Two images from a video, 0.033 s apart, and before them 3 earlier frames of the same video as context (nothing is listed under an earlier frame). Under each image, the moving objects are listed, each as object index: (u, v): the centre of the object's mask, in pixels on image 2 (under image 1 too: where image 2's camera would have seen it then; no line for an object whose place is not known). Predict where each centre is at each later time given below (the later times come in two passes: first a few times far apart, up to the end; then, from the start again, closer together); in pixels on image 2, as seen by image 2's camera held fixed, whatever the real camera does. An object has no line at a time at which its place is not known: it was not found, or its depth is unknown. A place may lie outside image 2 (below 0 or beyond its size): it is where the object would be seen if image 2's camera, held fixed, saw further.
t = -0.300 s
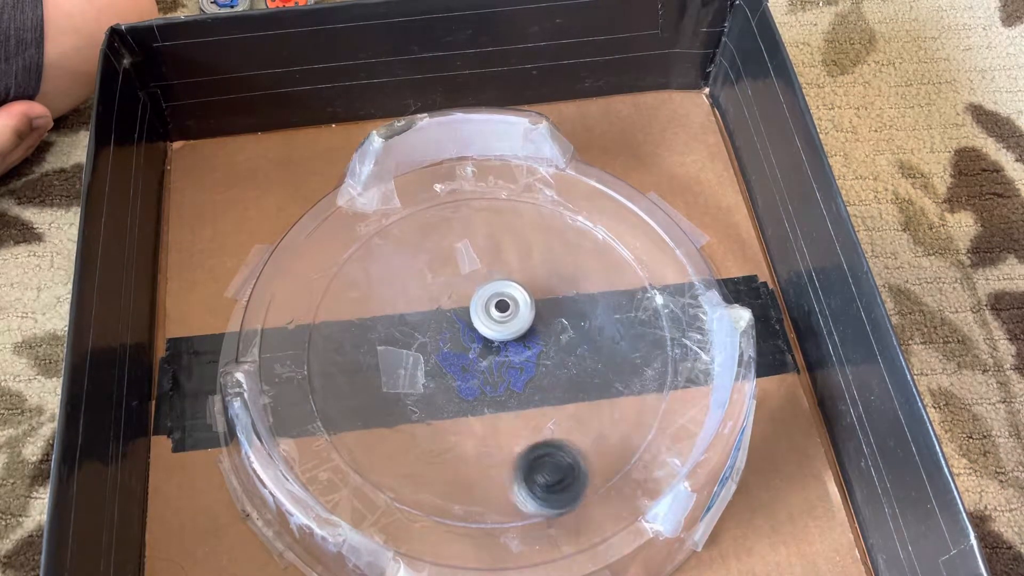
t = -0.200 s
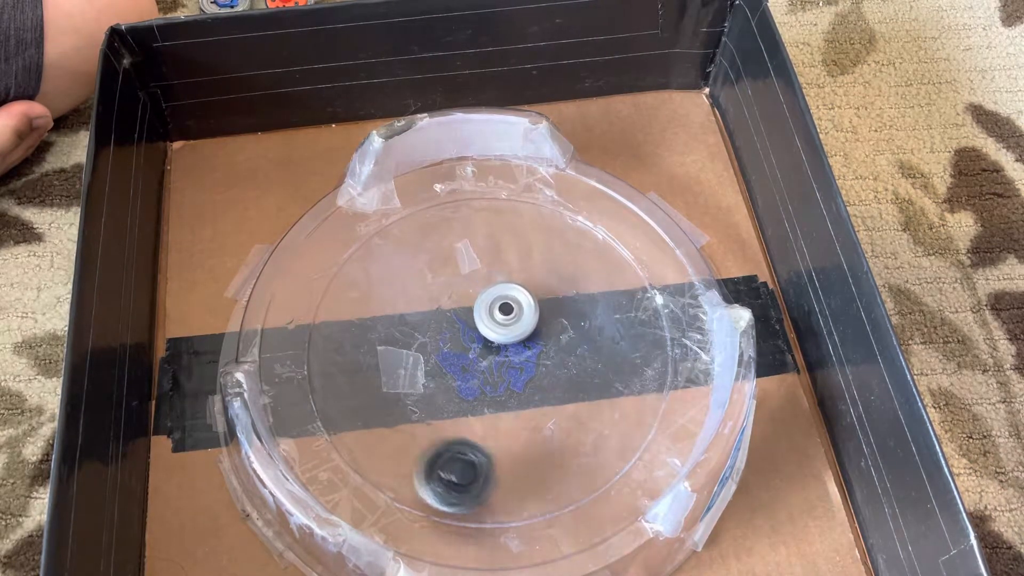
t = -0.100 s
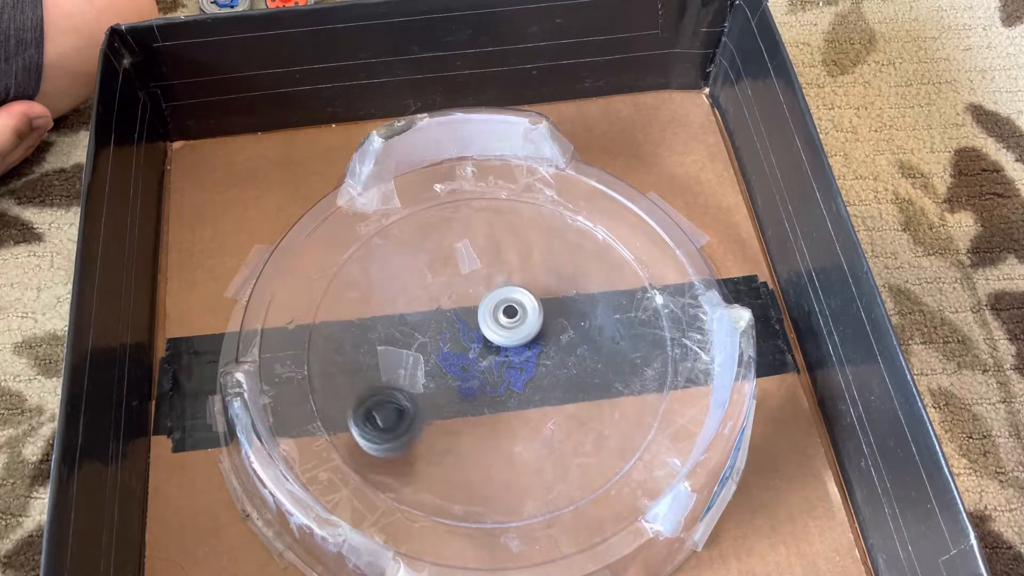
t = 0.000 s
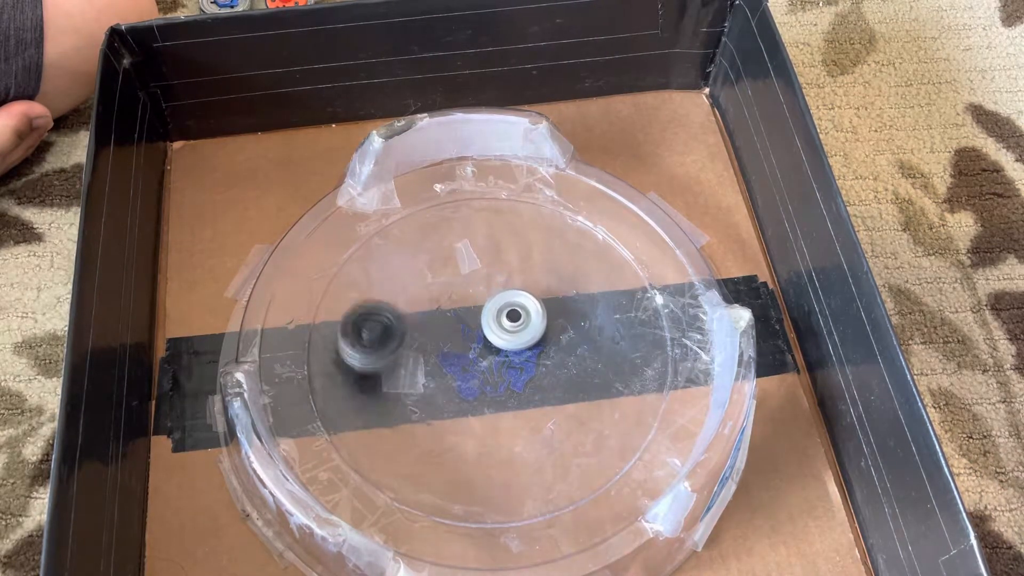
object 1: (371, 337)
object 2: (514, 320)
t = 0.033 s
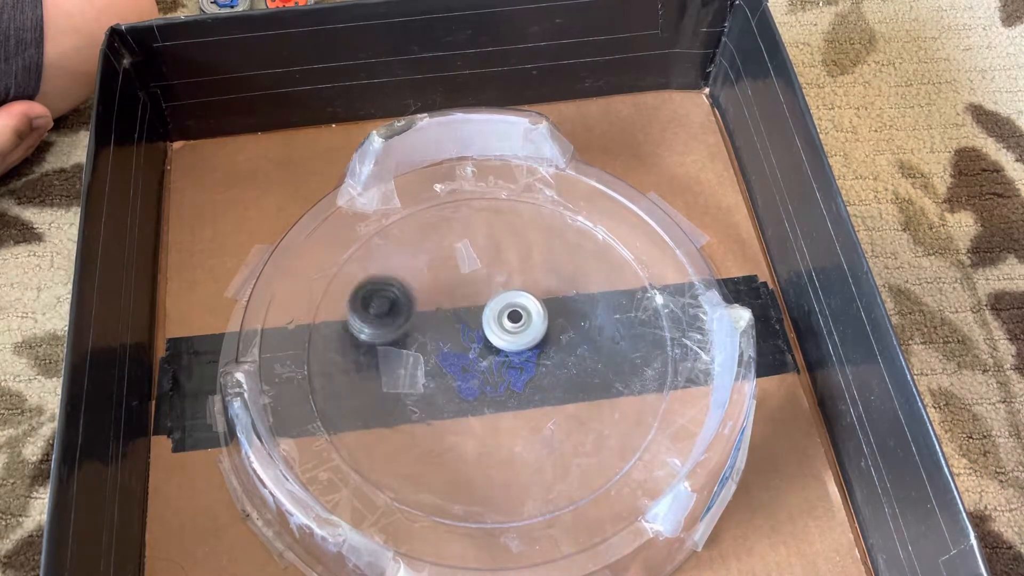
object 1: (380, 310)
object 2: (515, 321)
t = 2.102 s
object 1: (476, 225)
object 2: (495, 386)
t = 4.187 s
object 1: (614, 356)
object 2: (452, 316)
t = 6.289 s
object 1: (446, 444)
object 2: (527, 343)
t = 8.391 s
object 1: (383, 301)
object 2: (462, 371)
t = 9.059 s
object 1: (465, 445)
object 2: (447, 358)
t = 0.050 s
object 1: (387, 298)
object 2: (515, 321)
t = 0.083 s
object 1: (404, 275)
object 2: (517, 322)
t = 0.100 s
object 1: (415, 265)
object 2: (517, 323)
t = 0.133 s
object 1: (439, 248)
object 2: (519, 324)
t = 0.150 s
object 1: (451, 241)
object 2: (519, 324)
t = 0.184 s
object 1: (478, 231)
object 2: (521, 325)
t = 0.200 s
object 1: (493, 227)
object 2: (521, 326)
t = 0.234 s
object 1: (522, 225)
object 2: (522, 327)
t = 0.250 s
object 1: (536, 226)
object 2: (523, 327)
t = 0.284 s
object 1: (563, 232)
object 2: (523, 328)
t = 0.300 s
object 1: (576, 237)
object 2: (524, 328)
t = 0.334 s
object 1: (597, 250)
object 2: (525, 330)
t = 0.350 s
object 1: (608, 258)
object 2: (525, 330)
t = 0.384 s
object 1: (627, 280)
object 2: (526, 332)
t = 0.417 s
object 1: (641, 303)
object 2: (526, 333)
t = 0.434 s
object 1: (645, 315)
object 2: (527, 333)
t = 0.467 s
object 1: (649, 341)
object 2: (527, 335)
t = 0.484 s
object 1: (648, 355)
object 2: (527, 335)
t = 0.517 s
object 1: (641, 378)
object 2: (527, 337)
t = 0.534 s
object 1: (635, 392)
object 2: (527, 337)
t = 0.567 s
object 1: (617, 417)
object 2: (527, 339)
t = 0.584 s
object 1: (606, 428)
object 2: (527, 339)
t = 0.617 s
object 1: (577, 445)
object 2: (527, 340)
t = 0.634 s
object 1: (563, 452)
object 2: (527, 341)
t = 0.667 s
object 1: (531, 459)
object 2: (527, 343)
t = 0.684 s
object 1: (514, 460)
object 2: (527, 343)
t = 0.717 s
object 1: (482, 458)
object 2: (527, 344)
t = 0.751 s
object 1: (450, 449)
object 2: (528, 346)
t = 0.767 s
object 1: (437, 443)
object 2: (528, 347)
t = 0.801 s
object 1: (411, 427)
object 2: (528, 349)
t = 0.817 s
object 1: (400, 417)
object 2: (529, 349)
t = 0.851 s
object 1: (383, 394)
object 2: (529, 351)
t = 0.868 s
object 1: (379, 384)
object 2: (529, 351)
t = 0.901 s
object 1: (368, 355)
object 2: (529, 353)
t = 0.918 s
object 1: (366, 342)
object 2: (529, 353)
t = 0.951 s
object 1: (367, 315)
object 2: (529, 354)
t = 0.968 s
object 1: (370, 302)
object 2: (529, 355)
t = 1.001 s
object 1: (380, 276)
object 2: (529, 355)
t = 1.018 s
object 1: (387, 264)
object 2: (529, 356)
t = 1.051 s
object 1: (406, 245)
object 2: (528, 357)
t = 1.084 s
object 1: (428, 230)
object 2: (527, 358)
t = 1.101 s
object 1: (440, 224)
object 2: (527, 359)
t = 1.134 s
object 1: (466, 216)
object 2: (526, 360)
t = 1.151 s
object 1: (479, 213)
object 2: (526, 360)
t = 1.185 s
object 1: (506, 213)
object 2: (525, 362)
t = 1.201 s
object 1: (519, 215)
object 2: (525, 362)
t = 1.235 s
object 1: (546, 223)
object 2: (524, 364)
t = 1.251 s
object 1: (558, 229)
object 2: (523, 364)
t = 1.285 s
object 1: (578, 245)
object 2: (522, 365)
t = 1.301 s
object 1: (586, 254)
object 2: (522, 366)
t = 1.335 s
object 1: (603, 278)
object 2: (521, 368)
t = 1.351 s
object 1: (608, 290)
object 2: (521, 368)
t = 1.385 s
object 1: (613, 316)
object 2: (520, 370)
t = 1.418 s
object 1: (613, 344)
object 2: (519, 371)
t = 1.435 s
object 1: (608, 358)
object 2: (519, 371)
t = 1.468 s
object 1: (596, 381)
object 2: (518, 373)
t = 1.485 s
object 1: (588, 393)
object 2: (517, 373)
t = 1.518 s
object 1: (566, 420)
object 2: (516, 374)
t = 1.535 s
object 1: (554, 427)
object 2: (515, 374)
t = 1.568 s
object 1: (526, 442)
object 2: (514, 375)
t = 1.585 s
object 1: (511, 447)
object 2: (514, 376)
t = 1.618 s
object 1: (479, 452)
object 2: (513, 377)
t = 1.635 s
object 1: (463, 451)
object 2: (512, 378)
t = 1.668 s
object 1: (431, 446)
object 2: (511, 378)
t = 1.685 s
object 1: (416, 440)
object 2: (511, 378)
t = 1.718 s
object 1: (389, 425)
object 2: (509, 379)
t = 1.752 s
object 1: (368, 405)
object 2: (508, 379)
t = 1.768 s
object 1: (360, 394)
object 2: (507, 379)
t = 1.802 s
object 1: (347, 370)
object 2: (506, 380)
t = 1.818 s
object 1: (343, 357)
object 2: (505, 381)
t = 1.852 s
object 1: (339, 331)
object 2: (504, 382)
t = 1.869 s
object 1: (340, 318)
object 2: (504, 382)
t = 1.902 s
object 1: (346, 293)
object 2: (502, 382)
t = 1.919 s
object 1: (351, 280)
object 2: (502, 383)
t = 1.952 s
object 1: (366, 261)
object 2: (500, 384)
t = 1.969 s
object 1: (375, 252)
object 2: (500, 384)
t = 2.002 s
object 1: (397, 237)
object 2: (498, 385)
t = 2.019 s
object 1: (409, 231)
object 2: (498, 385)
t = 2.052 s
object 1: (435, 225)
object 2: (496, 386)
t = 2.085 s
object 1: (462, 224)
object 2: (495, 386)
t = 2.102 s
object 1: (476, 225)
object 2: (495, 386)
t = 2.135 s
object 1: (505, 230)
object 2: (494, 387)
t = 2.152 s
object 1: (518, 236)
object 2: (493, 387)
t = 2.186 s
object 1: (543, 249)
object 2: (492, 387)
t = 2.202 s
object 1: (555, 257)
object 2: (491, 387)
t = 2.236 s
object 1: (575, 279)
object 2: (490, 387)
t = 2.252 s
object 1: (583, 291)
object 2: (489, 387)
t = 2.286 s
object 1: (592, 314)
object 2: (488, 387)
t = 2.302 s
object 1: (596, 326)
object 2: (487, 387)
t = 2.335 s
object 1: (598, 352)
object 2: (486, 387)
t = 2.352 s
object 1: (596, 364)
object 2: (485, 387)
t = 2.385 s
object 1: (589, 387)
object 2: (484, 387)
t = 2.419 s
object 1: (578, 409)
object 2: (483, 387)
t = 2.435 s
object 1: (568, 421)
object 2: (483, 387)
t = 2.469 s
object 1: (547, 441)
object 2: (481, 387)
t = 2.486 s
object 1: (534, 451)
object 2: (481, 386)
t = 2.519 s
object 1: (505, 462)
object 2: (479, 386)
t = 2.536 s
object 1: (490, 465)
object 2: (479, 385)
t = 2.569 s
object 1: (458, 465)
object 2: (478, 385)
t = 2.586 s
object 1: (443, 463)
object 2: (478, 384)
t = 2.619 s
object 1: (414, 454)
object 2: (476, 384)
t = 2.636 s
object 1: (402, 448)
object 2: (476, 383)
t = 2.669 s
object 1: (378, 429)
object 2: (475, 382)
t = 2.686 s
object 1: (370, 419)
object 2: (475, 382)
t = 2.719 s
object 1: (358, 393)
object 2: (473, 381)
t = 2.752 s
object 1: (352, 368)
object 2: (472, 380)
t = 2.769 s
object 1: (352, 355)
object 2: (471, 380)
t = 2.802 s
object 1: (357, 329)
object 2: (470, 379)
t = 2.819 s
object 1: (362, 317)
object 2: (469, 379)
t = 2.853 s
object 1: (378, 295)
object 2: (467, 378)
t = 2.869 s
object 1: (387, 285)
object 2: (467, 377)
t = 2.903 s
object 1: (408, 270)
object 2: (465, 376)
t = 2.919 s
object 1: (420, 264)
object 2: (464, 376)
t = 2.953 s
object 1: (445, 256)
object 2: (463, 375)
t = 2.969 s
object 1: (459, 253)
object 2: (462, 374)
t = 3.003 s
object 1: (488, 251)
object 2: (461, 373)
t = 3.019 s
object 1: (502, 252)
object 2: (460, 373)
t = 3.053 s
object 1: (530, 257)
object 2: (459, 372)
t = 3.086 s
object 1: (555, 267)
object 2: (458, 371)
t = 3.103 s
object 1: (566, 274)
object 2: (457, 371)
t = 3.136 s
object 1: (586, 292)
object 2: (456, 370)
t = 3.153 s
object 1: (593, 301)
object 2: (455, 369)
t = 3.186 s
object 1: (605, 323)
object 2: (454, 368)
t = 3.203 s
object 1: (610, 334)
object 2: (454, 368)
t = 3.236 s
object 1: (614, 357)
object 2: (453, 366)
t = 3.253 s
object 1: (614, 369)
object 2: (452, 366)
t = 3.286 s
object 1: (609, 391)
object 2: (451, 365)
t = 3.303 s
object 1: (604, 403)
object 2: (451, 364)
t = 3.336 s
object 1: (587, 427)
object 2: (450, 364)
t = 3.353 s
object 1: (577, 437)
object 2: (450, 363)
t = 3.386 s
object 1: (552, 452)
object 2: (449, 362)
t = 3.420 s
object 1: (522, 460)
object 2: (448, 361)
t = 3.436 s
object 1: (507, 461)
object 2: (448, 360)
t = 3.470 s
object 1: (479, 458)
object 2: (447, 360)
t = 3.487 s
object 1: (465, 455)
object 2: (447, 359)
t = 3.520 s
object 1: (440, 443)
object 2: (447, 358)
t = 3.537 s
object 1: (429, 434)
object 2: (447, 357)
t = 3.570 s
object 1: (409, 417)
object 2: (447, 356)
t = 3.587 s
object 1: (402, 408)
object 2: (447, 355)
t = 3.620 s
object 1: (392, 386)
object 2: (448, 354)
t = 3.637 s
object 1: (388, 374)
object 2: (450, 353)
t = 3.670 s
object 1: (375, 354)
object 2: (455, 348)
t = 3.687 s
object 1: (374, 340)
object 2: (457, 346)
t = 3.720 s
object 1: (378, 318)
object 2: (460, 342)
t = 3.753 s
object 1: (388, 297)
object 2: (463, 339)
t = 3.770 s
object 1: (395, 286)
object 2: (463, 338)
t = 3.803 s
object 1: (412, 268)
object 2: (464, 336)
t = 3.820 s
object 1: (421, 261)
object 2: (463, 335)
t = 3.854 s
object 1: (442, 249)
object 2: (463, 332)
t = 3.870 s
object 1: (453, 244)
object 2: (462, 331)
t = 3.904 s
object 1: (477, 238)
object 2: (461, 329)
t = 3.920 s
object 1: (491, 237)
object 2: (461, 328)
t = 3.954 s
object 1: (517, 237)
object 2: (460, 326)
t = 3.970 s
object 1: (529, 239)
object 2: (459, 325)
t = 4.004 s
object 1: (551, 248)
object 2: (458, 323)
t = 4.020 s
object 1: (562, 253)
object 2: (457, 322)
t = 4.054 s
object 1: (582, 269)
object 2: (456, 321)
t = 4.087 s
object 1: (598, 288)
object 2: (455, 319)
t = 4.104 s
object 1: (605, 299)
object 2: (454, 319)
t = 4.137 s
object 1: (612, 322)
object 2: (453, 318)
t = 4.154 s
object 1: (613, 334)
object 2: (453, 317)
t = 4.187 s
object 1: (614, 356)
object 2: (452, 316)
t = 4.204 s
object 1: (608, 369)
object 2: (451, 316)
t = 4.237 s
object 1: (597, 391)
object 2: (451, 315)
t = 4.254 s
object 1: (590, 402)
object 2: (450, 315)
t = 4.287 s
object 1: (571, 418)
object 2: (450, 314)
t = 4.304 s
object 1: (559, 426)
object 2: (449, 314)
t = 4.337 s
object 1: (534, 436)
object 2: (449, 313)
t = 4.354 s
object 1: (520, 440)
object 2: (448, 313)
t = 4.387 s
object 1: (493, 442)
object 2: (448, 313)
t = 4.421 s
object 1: (465, 439)
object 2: (448, 313)
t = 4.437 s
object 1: (452, 436)
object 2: (448, 313)
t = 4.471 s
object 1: (427, 425)
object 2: (448, 313)
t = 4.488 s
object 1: (415, 418)
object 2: (448, 313)
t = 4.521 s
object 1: (395, 401)
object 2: (448, 314)
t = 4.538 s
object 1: (387, 392)
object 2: (449, 314)
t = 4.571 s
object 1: (377, 372)
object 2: (449, 315)
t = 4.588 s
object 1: (372, 361)
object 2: (450, 315)
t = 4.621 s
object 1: (371, 336)
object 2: (451, 315)
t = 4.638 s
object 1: (372, 323)
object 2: (452, 316)
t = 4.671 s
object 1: (378, 302)
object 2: (453, 317)
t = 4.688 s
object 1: (383, 290)
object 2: (454, 317)
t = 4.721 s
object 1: (397, 271)
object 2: (455, 317)
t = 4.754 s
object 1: (414, 255)
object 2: (456, 318)
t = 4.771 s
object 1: (424, 249)
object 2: (457, 318)
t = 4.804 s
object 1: (445, 239)
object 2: (459, 319)
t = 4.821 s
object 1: (457, 236)
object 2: (460, 319)
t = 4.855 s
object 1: (481, 235)
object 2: (462, 319)
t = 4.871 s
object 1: (494, 236)
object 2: (463, 319)
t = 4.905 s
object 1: (519, 241)
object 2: (465, 320)
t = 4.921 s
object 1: (530, 246)
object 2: (466, 320)
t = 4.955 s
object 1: (550, 258)
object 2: (468, 320)
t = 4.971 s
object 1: (559, 266)
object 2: (469, 320)
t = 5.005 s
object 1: (575, 287)
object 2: (472, 320)
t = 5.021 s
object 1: (581, 297)
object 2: (473, 320)
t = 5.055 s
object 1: (588, 320)
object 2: (475, 320)
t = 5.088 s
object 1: (591, 344)
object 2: (477, 321)
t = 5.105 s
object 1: (589, 355)
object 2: (478, 321)
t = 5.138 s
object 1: (582, 376)
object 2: (481, 321)
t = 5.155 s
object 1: (575, 387)
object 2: (482, 321)
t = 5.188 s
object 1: (562, 406)
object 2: (484, 321)
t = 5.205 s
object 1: (553, 414)
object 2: (485, 321)
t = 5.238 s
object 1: (532, 428)
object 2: (487, 321)
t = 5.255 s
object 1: (520, 433)
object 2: (488, 321)
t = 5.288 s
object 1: (494, 439)
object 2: (490, 320)
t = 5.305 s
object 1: (481, 441)
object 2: (491, 320)
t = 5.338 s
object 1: (454, 439)
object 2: (493, 320)
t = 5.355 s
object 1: (441, 436)
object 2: (494, 320)
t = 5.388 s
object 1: (416, 427)
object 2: (496, 320)
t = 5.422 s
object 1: (395, 412)
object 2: (498, 320)
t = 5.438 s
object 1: (386, 403)
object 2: (499, 319)
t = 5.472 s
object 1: (374, 386)
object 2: (501, 319)
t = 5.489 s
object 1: (369, 374)
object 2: (502, 319)
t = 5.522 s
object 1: (364, 351)
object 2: (504, 319)
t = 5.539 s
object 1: (363, 339)
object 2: (505, 319)
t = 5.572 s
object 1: (368, 316)
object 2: (506, 318)
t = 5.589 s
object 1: (372, 305)
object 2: (507, 318)
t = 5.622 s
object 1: (385, 286)
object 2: (509, 318)
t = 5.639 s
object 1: (393, 276)
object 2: (509, 318)
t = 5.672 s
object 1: (412, 263)
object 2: (511, 318)
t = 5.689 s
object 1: (422, 257)
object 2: (511, 318)
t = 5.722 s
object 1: (444, 249)
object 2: (512, 319)
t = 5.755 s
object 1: (468, 246)
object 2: (513, 319)
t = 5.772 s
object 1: (480, 247)
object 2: (514, 319)
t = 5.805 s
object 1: (503, 251)
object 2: (515, 320)
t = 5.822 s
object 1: (514, 255)
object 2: (515, 321)
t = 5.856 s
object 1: (537, 263)
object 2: (515, 325)
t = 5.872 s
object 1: (548, 269)
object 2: (515, 327)
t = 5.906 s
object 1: (567, 283)
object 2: (514, 331)
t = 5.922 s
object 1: (576, 292)
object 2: (515, 332)
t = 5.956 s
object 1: (586, 311)
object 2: (516, 334)
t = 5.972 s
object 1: (591, 322)
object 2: (516, 335)
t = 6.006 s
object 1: (596, 345)
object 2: (517, 336)
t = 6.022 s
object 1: (596, 356)
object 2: (518, 336)
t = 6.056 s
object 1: (592, 378)
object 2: (519, 337)
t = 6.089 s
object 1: (583, 398)
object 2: (521, 338)
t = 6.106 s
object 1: (577, 408)
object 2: (521, 339)
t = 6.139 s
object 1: (559, 426)
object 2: (522, 339)
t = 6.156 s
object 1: (548, 433)
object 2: (523, 340)
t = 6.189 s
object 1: (525, 444)
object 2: (524, 341)
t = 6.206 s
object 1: (513, 447)
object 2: (525, 341)
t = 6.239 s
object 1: (485, 450)
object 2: (525, 342)
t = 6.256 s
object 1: (472, 449)
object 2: (526, 342)
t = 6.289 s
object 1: (446, 444)
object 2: (527, 343)
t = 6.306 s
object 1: (434, 439)
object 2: (527, 343)
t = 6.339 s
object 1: (413, 425)
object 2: (528, 343)
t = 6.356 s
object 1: (404, 416)
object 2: (528, 343)
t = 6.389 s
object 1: (388, 396)
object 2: (529, 344)
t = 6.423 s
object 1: (380, 377)
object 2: (529, 344)
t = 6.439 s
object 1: (377, 365)
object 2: (529, 344)
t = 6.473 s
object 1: (377, 342)
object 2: (529, 344)
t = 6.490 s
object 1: (379, 330)
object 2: (529, 344)
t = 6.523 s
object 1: (389, 310)
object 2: (529, 344)
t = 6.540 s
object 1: (394, 300)
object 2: (528, 345)
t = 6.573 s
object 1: (408, 283)
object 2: (528, 345)
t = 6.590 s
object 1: (417, 276)
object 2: (528, 345)
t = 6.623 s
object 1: (437, 263)
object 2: (527, 345)
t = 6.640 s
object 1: (447, 258)
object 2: (526, 346)
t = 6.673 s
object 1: (469, 251)
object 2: (525, 346)
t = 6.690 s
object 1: (480, 250)
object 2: (525, 347)
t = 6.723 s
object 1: (503, 250)
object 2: (524, 348)
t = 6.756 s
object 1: (525, 255)
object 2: (523, 349)
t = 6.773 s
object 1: (537, 259)
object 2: (522, 349)
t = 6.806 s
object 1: (559, 271)
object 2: (521, 350)
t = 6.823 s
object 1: (568, 278)
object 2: (520, 351)
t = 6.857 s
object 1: (584, 295)
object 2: (519, 352)
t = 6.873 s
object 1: (590, 304)
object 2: (519, 352)
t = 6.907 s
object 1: (599, 324)
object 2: (517, 353)
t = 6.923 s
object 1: (602, 335)
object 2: (517, 354)
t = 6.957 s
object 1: (602, 358)
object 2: (515, 355)
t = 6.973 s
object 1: (600, 368)
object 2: (514, 356)
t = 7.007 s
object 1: (591, 388)
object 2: (513, 357)
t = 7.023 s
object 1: (585, 398)
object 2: (512, 358)
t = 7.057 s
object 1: (570, 415)
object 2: (511, 359)
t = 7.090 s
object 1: (548, 429)
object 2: (509, 360)
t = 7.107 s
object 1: (536, 434)
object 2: (509, 361)
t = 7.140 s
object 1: (512, 440)
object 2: (507, 362)
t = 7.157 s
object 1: (498, 441)
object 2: (507, 363)
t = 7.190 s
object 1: (473, 439)
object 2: (506, 364)
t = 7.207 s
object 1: (461, 436)
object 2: (505, 365)
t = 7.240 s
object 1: (438, 426)
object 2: (504, 366)
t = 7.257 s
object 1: (427, 419)
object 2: (503, 367)
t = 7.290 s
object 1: (407, 402)
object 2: (502, 368)
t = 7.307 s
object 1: (399, 394)
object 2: (502, 368)
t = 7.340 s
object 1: (390, 377)
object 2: (500, 369)
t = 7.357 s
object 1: (386, 367)
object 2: (500, 370)
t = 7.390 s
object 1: (384, 343)
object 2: (498, 371)
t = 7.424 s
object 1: (388, 320)
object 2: (497, 372)
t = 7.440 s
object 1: (391, 310)
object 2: (496, 372)
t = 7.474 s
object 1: (401, 290)
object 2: (495, 373)
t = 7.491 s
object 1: (408, 281)
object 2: (495, 374)
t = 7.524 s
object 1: (423, 266)
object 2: (493, 375)
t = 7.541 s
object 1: (432, 259)
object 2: (493, 375)
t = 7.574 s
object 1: (452, 249)
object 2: (491, 376)
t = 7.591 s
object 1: (463, 246)
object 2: (491, 376)
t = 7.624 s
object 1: (484, 242)
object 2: (490, 377)
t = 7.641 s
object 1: (496, 242)
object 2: (489, 378)
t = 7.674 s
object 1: (517, 246)
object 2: (488, 378)
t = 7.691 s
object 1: (527, 249)
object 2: (488, 378)
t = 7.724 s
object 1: (546, 259)
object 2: (487, 379)
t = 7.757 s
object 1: (564, 274)
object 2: (486, 379)
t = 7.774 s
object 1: (571, 283)
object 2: (485, 379)
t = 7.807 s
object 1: (583, 302)
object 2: (484, 380)
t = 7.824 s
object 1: (587, 312)
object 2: (484, 380)
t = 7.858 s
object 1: (591, 334)
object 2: (483, 380)
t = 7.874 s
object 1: (591, 346)
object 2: (482, 380)
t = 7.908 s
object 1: (586, 367)
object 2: (482, 380)
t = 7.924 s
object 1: (581, 376)
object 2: (481, 380)
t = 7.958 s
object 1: (568, 395)
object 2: (480, 380)
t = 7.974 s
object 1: (560, 404)
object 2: (480, 380)
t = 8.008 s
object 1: (540, 418)
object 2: (479, 380)
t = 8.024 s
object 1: (531, 424)
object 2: (478, 380)
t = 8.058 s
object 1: (508, 431)
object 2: (477, 378)
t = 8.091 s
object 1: (483, 435)
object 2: (476, 376)
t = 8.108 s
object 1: (471, 435)
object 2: (476, 375)
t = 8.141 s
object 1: (446, 431)
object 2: (475, 373)
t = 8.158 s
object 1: (435, 428)
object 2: (475, 373)
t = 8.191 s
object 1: (414, 418)
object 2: (473, 373)
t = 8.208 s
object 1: (403, 411)
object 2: (472, 373)
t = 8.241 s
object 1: (387, 394)
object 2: (470, 372)
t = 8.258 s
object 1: (383, 386)
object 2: (469, 372)
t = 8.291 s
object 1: (373, 366)
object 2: (467, 372)
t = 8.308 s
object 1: (371, 355)
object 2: (466, 372)
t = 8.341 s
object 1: (371, 332)
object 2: (464, 371)
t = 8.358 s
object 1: (375, 321)
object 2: (463, 371)
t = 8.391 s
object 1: (383, 301)
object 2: (462, 371)
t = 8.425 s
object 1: (396, 283)
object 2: (460, 371)
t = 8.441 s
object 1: (404, 275)
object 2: (459, 371)
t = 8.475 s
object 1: (422, 263)
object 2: (458, 370)
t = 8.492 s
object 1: (432, 258)
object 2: (457, 370)
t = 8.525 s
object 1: (453, 251)
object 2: (456, 370)
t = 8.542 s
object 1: (464, 250)
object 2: (455, 369)
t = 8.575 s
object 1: (485, 249)
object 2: (454, 369)
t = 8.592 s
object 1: (496, 250)
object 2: (454, 369)
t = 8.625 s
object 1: (518, 256)
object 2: (452, 368)
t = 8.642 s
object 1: (528, 261)
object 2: (452, 368)
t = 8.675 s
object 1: (546, 274)
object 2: (451, 368)
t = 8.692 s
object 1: (555, 282)
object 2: (450, 367)
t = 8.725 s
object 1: (569, 300)
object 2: (450, 367)
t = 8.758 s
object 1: (578, 320)
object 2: (449, 366)
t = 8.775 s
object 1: (581, 330)
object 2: (449, 366)
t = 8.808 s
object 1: (583, 351)
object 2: (448, 365)
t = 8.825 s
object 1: (583, 361)
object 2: (448, 364)
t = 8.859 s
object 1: (577, 381)
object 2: (447, 364)
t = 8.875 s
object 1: (573, 390)
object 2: (447, 363)
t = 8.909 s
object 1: (562, 409)
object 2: (447, 362)
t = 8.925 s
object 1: (554, 417)
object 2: (447, 362)
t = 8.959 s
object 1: (535, 431)
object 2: (447, 361)
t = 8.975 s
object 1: (525, 436)
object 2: (447, 361)
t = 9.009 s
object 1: (501, 444)
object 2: (447, 360)
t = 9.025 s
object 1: (489, 445)
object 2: (447, 359)
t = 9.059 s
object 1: (465, 445)
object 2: (447, 358)
